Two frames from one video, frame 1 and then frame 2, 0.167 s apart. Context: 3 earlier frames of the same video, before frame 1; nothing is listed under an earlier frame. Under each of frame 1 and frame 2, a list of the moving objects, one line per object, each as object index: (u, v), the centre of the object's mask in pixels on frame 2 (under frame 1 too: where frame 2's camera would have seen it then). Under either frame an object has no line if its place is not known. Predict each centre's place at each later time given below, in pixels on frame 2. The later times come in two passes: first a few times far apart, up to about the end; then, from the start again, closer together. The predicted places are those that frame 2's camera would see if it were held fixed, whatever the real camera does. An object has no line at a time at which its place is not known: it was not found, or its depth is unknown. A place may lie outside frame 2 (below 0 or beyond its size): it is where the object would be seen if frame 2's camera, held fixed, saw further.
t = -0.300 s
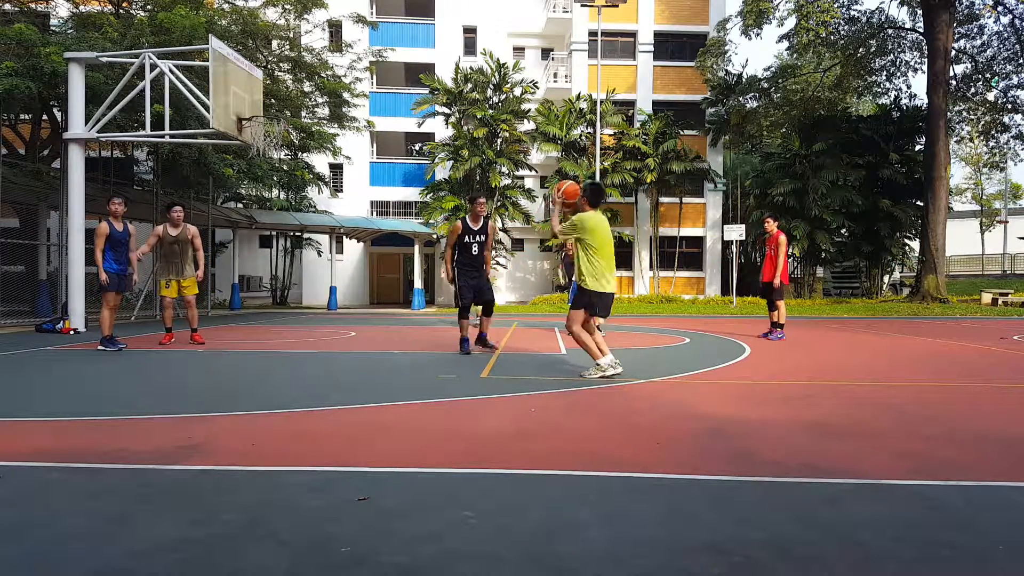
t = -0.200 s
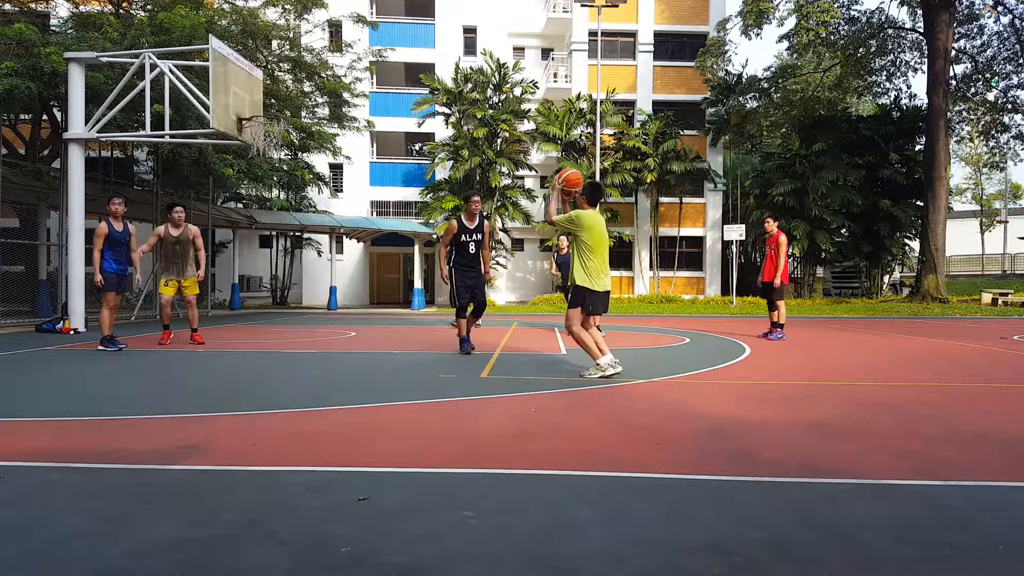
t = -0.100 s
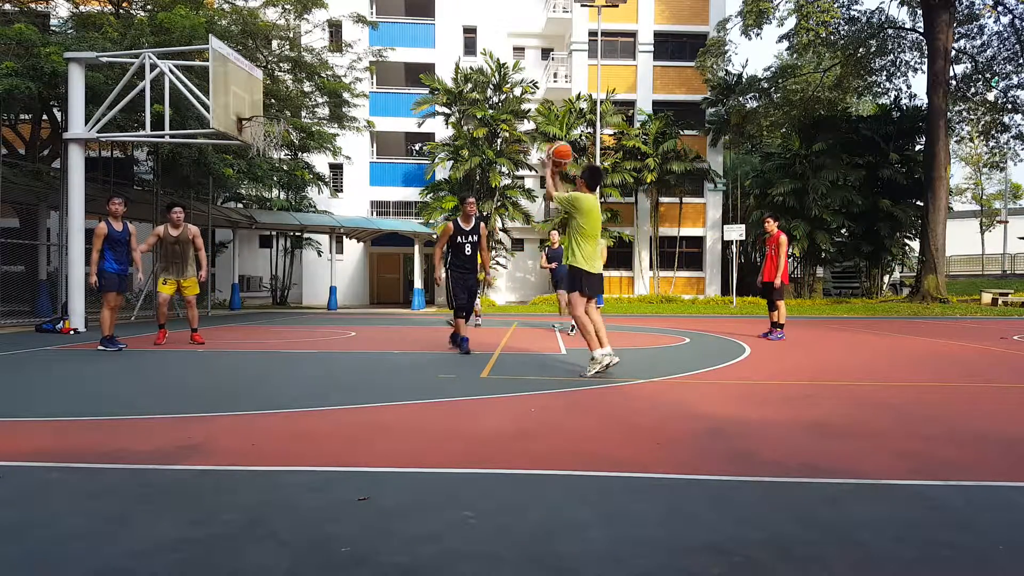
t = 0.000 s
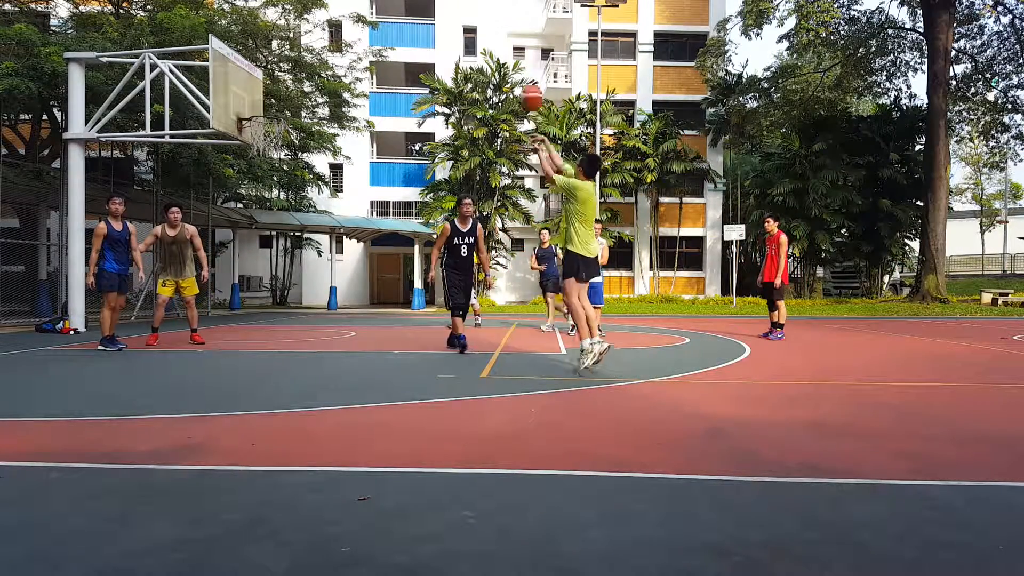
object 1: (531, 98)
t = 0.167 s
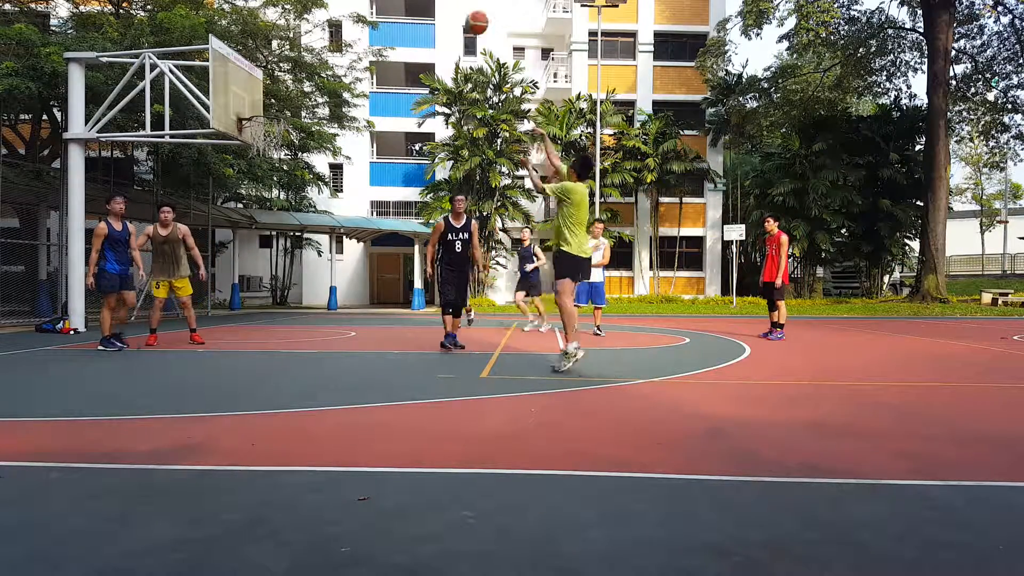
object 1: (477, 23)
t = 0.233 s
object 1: (457, 6)
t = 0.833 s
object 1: (321, 10)
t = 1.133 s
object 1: (272, 105)
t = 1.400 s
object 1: (247, 67)
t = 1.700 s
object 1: (213, 54)
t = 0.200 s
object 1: (467, 12)
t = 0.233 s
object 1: (457, 6)
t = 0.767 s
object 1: (333, 3)
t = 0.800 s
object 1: (328, 6)
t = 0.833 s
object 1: (321, 10)
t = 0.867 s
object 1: (315, 19)
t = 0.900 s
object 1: (310, 27)
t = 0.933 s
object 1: (304, 37)
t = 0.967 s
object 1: (299, 48)
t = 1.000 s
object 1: (293, 58)
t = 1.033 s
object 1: (288, 69)
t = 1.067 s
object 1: (282, 81)
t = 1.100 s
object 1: (278, 93)
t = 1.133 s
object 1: (272, 105)
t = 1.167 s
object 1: (269, 115)
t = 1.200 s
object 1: (265, 108)
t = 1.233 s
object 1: (261, 99)
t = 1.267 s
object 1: (259, 93)
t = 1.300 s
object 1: (256, 86)
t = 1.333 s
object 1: (253, 79)
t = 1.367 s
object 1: (250, 73)
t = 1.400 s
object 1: (247, 67)
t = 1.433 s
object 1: (243, 63)
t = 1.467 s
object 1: (239, 58)
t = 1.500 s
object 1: (236, 55)
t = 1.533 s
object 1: (233, 53)
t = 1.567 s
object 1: (229, 51)
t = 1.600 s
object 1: (224, 51)
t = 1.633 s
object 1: (221, 51)
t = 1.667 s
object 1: (217, 52)
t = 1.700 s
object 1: (213, 54)
